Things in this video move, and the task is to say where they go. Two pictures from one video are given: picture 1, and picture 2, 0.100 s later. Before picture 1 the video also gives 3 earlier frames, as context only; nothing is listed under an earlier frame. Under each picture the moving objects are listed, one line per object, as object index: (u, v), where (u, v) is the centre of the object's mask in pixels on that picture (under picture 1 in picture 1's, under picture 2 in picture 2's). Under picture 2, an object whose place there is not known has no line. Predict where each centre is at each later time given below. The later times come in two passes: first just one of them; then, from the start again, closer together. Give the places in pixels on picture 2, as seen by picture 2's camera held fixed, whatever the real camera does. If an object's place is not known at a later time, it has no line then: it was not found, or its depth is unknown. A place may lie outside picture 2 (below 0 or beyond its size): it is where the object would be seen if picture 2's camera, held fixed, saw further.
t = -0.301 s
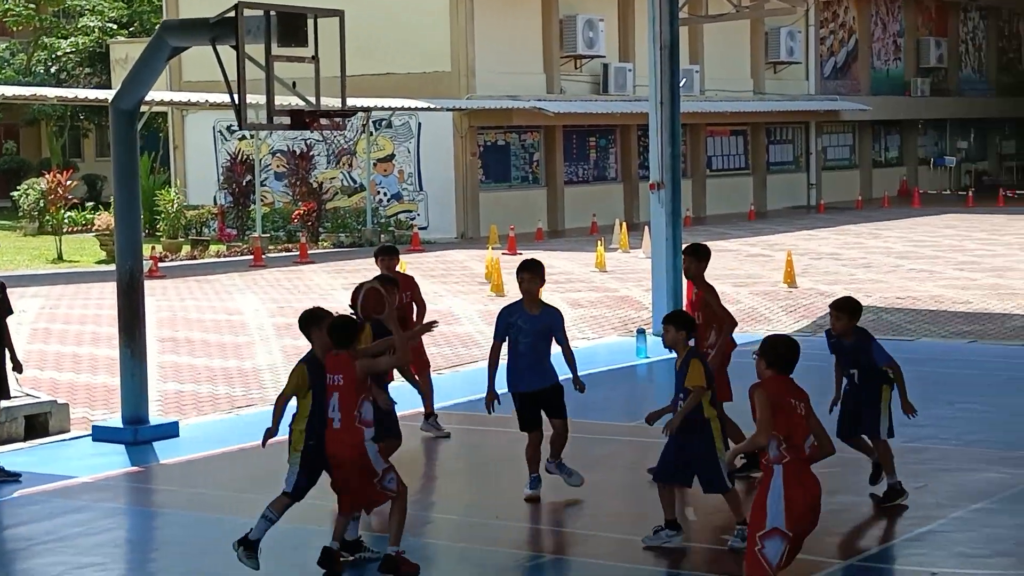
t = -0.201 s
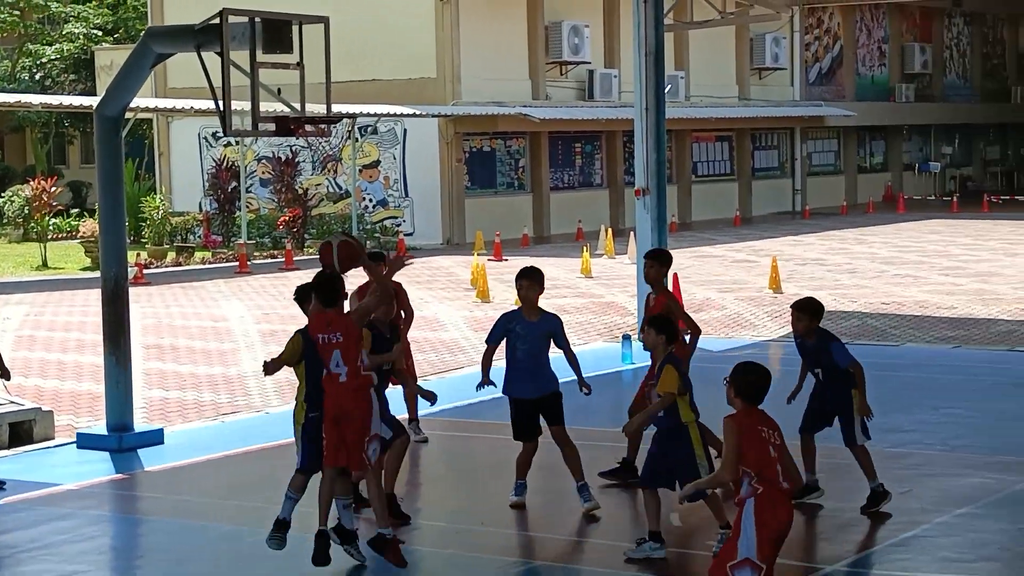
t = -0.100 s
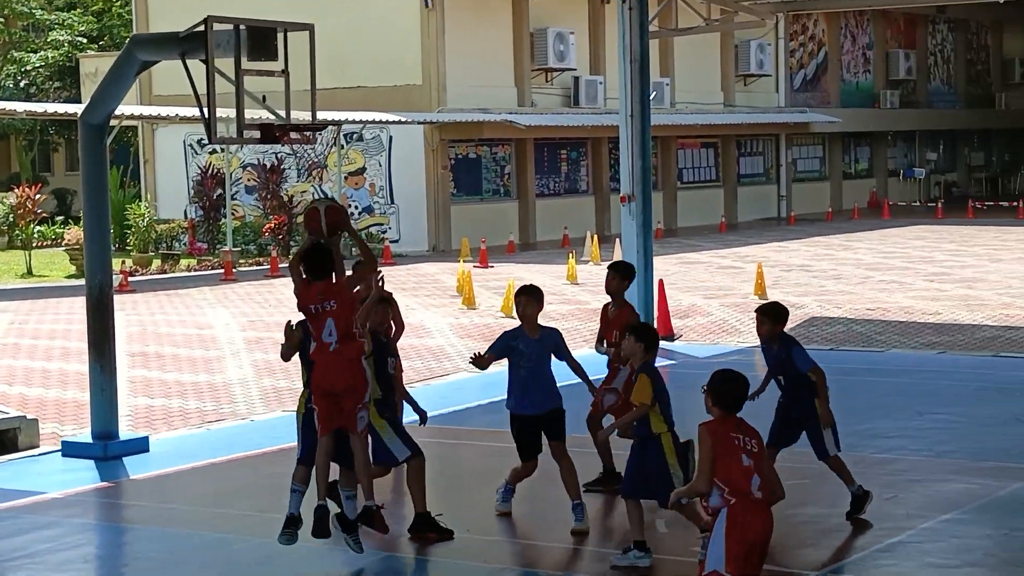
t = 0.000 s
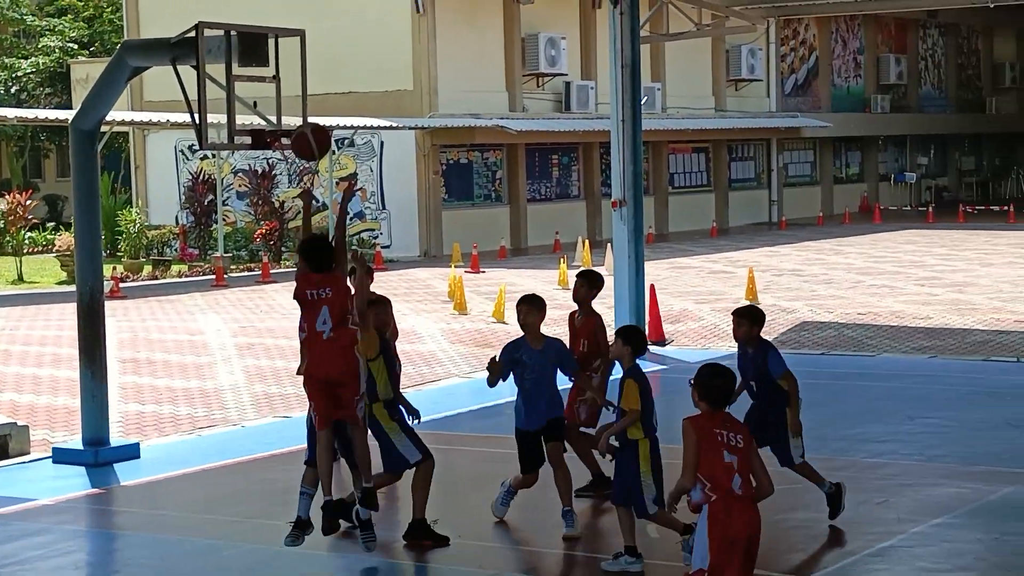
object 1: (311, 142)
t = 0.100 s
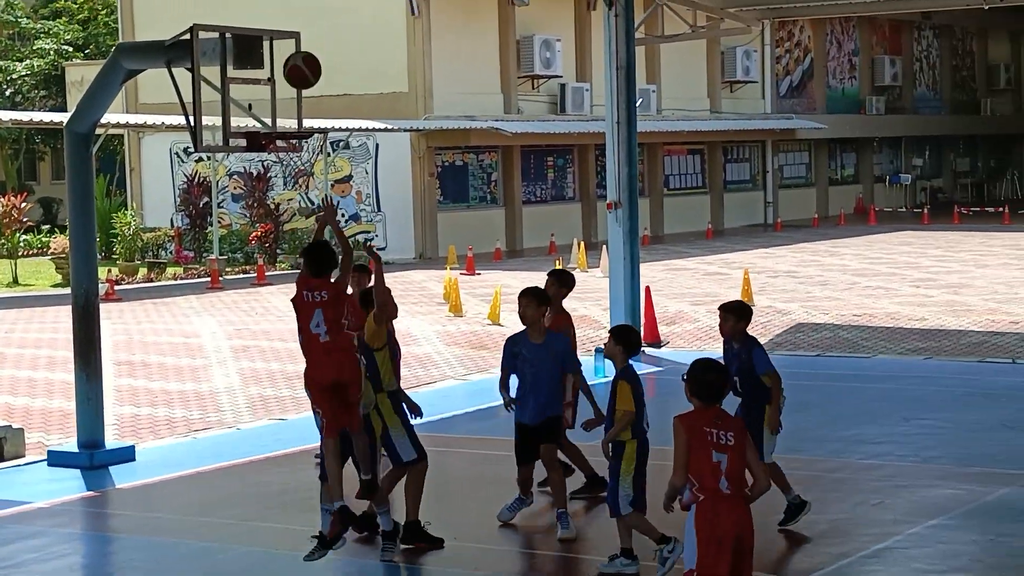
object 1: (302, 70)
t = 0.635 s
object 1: (294, 1)
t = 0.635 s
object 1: (294, 1)
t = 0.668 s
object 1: (294, 11)
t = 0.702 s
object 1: (294, 21)
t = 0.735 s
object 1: (295, 34)
